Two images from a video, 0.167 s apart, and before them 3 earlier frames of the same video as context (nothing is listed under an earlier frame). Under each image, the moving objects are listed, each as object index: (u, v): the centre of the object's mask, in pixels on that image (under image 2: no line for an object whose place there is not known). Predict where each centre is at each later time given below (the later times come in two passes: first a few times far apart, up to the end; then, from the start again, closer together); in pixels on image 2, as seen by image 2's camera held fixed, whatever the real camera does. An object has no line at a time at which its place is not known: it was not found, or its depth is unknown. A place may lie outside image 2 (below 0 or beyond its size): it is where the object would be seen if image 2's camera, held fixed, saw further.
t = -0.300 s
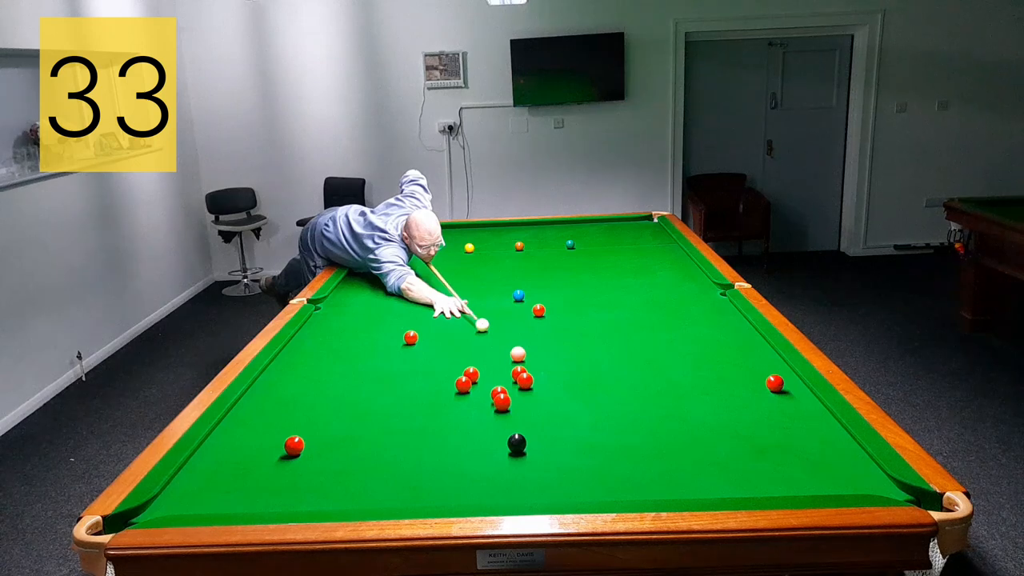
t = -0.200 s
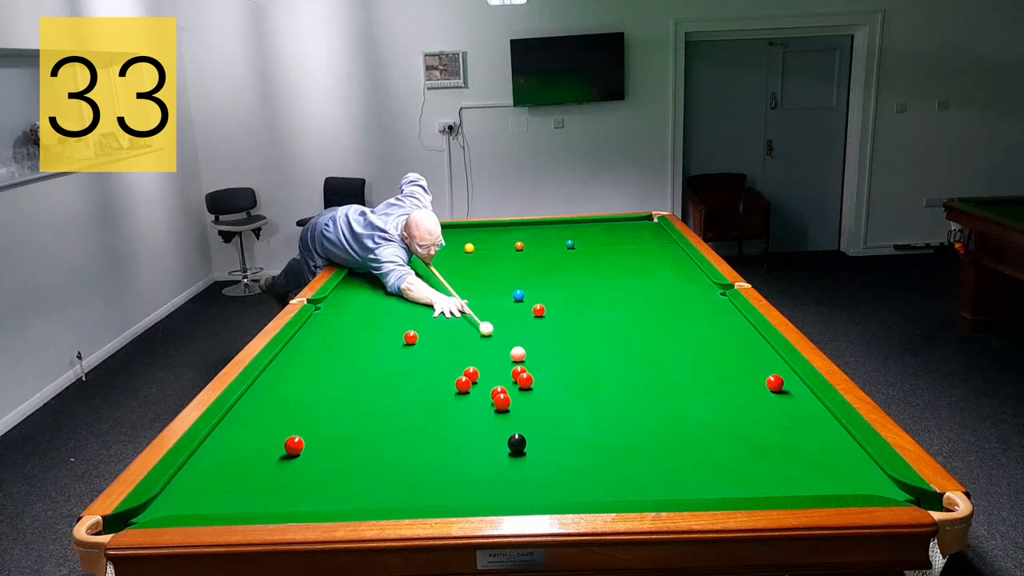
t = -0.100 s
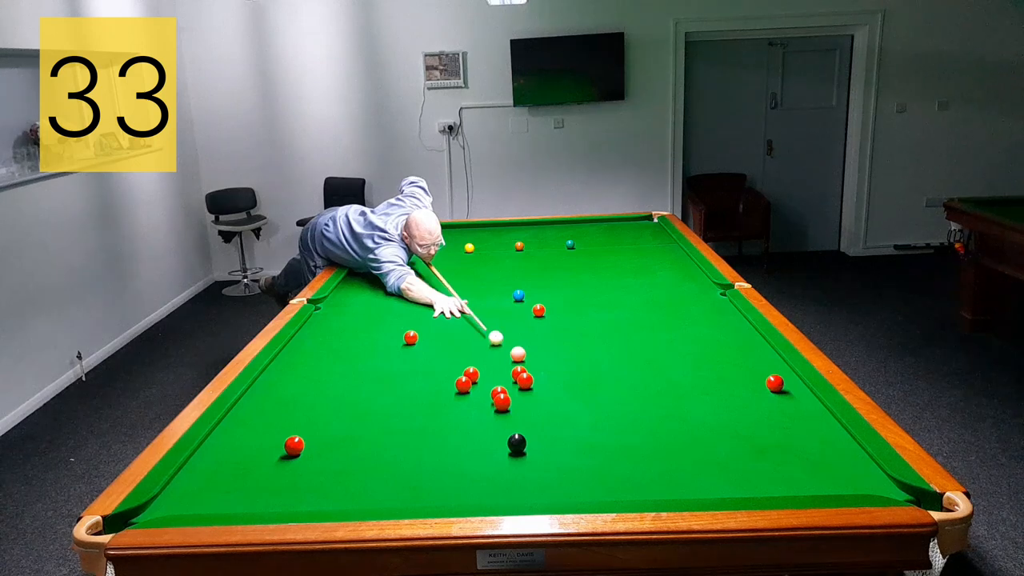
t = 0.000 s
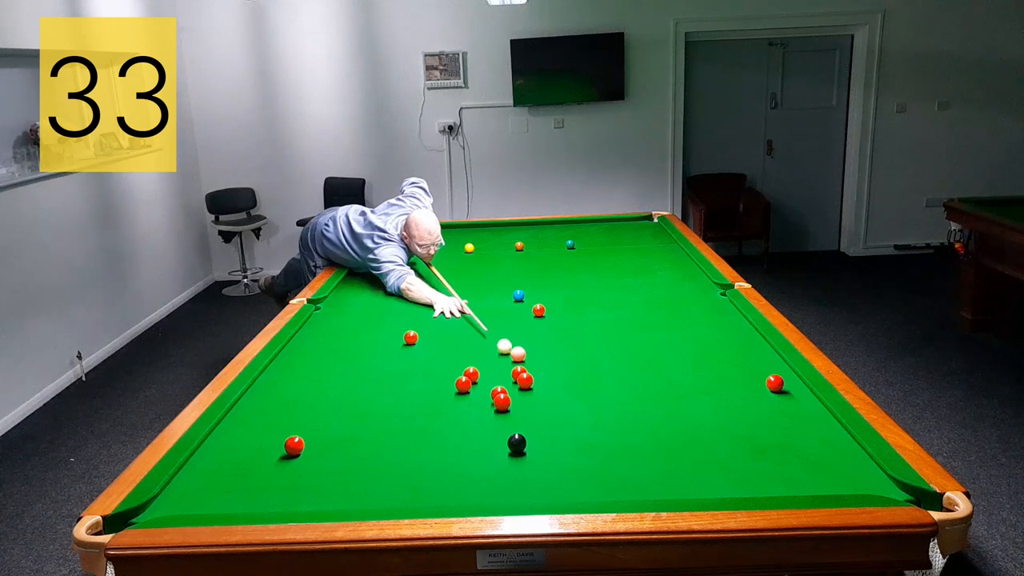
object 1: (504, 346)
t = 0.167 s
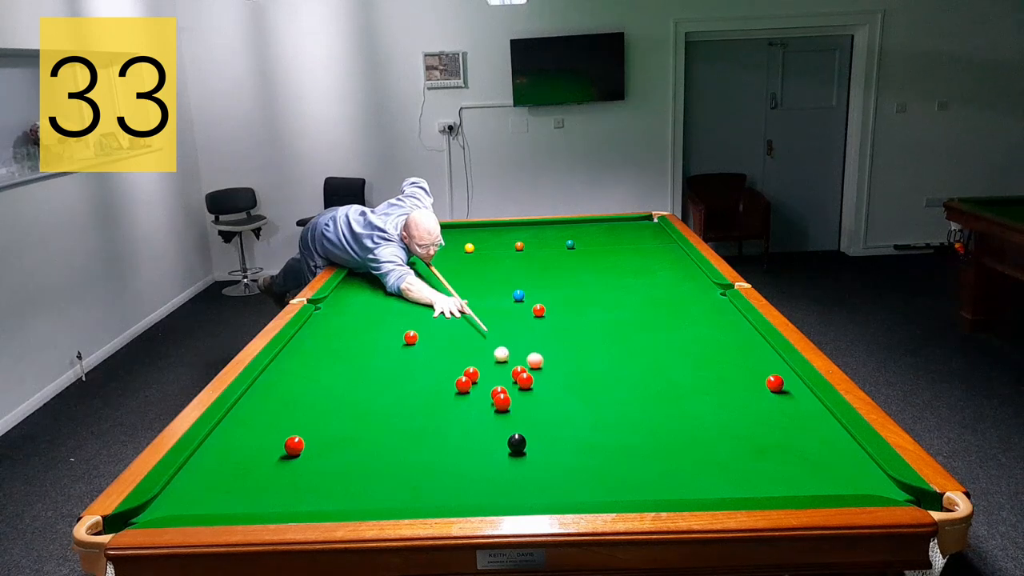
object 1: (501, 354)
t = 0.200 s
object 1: (500, 355)
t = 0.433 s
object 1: (490, 365)
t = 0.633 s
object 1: (484, 372)
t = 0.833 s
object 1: (487, 375)
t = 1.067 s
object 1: (491, 378)
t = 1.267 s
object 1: (493, 381)
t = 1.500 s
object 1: (495, 382)
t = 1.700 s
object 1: (497, 383)
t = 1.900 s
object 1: (499, 384)
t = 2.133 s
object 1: (500, 384)
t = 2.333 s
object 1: (500, 384)
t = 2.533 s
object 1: (500, 384)
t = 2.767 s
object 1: (500, 384)
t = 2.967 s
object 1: (500, 384)
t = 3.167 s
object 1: (500, 384)
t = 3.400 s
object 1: (500, 384)
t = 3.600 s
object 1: (500, 384)
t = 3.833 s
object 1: (500, 384)
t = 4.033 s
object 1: (500, 384)
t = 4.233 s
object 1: (500, 384)
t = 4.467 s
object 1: (500, 384)
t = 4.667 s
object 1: (500, 384)
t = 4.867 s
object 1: (500, 385)
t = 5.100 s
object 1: (500, 384)
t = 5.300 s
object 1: (500, 384)
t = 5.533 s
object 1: (500, 384)
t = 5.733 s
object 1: (500, 384)
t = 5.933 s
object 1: (500, 384)
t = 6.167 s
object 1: (500, 384)
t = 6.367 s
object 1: (500, 385)
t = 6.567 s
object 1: (500, 385)
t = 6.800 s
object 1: (500, 384)
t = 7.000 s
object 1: (500, 385)
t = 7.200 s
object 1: (500, 384)
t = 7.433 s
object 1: (500, 384)
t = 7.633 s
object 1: (500, 384)
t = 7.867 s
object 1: (500, 384)
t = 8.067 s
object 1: (500, 384)
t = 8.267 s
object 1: (500, 384)
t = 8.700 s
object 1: (500, 384)
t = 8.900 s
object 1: (500, 384)
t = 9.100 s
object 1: (500, 385)
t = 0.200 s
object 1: (500, 355)
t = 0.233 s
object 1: (498, 357)
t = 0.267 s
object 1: (497, 358)
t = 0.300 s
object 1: (496, 359)
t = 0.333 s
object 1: (494, 361)
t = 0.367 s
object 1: (493, 362)
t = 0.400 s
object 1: (492, 363)
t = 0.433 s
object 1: (490, 365)
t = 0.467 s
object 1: (489, 366)
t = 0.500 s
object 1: (488, 367)
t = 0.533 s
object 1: (486, 369)
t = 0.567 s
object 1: (485, 370)
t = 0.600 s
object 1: (484, 371)
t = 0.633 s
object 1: (484, 372)
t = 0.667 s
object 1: (485, 372)
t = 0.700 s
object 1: (486, 373)
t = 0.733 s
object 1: (486, 374)
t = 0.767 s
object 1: (487, 374)
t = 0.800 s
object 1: (487, 375)
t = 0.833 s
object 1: (487, 375)
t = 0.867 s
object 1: (488, 376)
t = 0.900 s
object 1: (488, 376)
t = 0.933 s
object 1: (489, 377)
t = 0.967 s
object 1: (489, 377)
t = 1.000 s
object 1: (490, 378)
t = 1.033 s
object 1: (490, 378)
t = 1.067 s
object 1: (491, 378)
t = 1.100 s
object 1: (491, 379)
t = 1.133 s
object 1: (491, 379)
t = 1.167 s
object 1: (491, 380)
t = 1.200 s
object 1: (492, 380)
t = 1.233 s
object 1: (492, 380)
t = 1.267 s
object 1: (493, 381)
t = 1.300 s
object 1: (493, 381)
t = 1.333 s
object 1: (493, 381)
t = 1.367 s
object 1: (493, 382)
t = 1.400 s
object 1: (494, 382)
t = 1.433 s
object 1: (494, 383)
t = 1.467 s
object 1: (494, 383)
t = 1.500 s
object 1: (495, 382)
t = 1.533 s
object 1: (495, 383)
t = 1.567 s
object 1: (495, 383)
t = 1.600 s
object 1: (496, 383)
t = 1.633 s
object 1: (496, 384)
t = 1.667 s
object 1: (497, 383)
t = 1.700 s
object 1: (497, 383)
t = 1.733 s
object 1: (497, 384)
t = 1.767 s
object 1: (498, 384)
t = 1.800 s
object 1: (498, 384)
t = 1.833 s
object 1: (499, 384)
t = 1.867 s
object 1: (499, 384)
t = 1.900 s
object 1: (499, 384)
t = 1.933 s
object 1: (500, 384)
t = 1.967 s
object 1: (500, 384)
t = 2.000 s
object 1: (500, 384)
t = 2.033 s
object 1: (500, 384)
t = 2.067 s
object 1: (500, 384)
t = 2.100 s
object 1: (500, 384)
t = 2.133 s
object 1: (500, 384)
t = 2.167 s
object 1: (500, 384)
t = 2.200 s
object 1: (500, 384)
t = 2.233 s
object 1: (500, 384)
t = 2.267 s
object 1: (500, 384)
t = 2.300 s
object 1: (500, 384)
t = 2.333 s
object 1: (500, 384)
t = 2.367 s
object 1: (500, 384)
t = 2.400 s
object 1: (500, 384)
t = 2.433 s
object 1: (500, 384)
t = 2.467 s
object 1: (500, 384)
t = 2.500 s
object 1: (500, 384)
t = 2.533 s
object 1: (500, 384)
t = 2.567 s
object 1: (500, 384)
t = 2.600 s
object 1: (500, 384)
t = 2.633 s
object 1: (500, 384)
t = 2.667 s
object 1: (500, 384)
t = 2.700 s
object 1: (500, 384)
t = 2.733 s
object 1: (500, 384)
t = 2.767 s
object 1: (500, 384)
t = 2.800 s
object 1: (500, 384)
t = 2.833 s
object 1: (500, 384)
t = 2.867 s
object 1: (500, 384)
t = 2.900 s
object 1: (500, 384)
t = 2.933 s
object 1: (500, 384)
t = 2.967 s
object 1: (500, 384)
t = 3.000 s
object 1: (500, 384)
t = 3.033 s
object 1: (500, 384)
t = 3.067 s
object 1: (500, 384)
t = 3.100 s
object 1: (500, 384)
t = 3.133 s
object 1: (500, 384)
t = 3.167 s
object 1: (500, 384)
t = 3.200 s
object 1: (500, 384)
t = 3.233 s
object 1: (500, 384)
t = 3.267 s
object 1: (500, 384)
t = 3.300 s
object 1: (500, 384)
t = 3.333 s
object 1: (500, 384)
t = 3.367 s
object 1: (500, 384)
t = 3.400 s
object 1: (500, 384)
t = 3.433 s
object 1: (500, 384)
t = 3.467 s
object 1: (500, 384)
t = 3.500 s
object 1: (500, 384)
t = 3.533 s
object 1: (500, 384)
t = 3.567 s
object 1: (500, 384)
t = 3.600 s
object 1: (500, 384)
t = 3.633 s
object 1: (500, 384)
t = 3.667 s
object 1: (500, 384)
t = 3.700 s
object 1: (500, 384)
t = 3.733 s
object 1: (500, 384)
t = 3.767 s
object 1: (500, 384)
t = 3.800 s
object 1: (500, 384)
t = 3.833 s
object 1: (500, 384)
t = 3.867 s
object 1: (500, 384)
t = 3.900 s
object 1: (500, 384)
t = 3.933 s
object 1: (500, 384)
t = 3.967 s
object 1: (500, 384)
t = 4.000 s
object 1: (500, 384)
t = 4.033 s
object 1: (500, 384)
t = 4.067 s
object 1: (500, 384)
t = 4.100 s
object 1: (500, 384)
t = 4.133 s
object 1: (500, 384)
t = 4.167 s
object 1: (500, 384)
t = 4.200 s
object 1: (500, 384)
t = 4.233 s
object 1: (500, 384)
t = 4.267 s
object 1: (500, 384)
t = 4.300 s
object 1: (500, 384)
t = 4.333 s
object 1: (500, 384)
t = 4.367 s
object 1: (500, 384)
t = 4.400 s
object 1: (500, 384)
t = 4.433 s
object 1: (500, 384)
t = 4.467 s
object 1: (500, 384)
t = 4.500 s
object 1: (500, 384)
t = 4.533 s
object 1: (500, 384)
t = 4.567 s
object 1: (500, 384)
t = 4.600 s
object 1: (500, 384)
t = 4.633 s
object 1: (500, 385)
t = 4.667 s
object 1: (500, 384)
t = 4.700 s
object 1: (500, 384)
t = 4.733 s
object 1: (500, 384)
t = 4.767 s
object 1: (500, 384)
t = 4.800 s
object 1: (500, 385)
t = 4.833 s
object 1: (500, 385)
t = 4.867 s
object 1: (500, 385)
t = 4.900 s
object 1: (500, 385)
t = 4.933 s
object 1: (500, 385)
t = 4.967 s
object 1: (500, 385)
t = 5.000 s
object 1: (500, 385)
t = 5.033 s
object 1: (500, 384)
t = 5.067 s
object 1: (500, 385)
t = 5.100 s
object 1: (500, 384)
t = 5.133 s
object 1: (500, 385)
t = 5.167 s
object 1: (500, 385)
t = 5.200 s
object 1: (500, 385)
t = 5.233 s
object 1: (500, 384)
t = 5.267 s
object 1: (500, 385)
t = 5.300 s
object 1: (500, 384)
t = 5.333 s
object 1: (500, 384)
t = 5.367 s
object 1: (500, 384)
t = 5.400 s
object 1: (500, 384)
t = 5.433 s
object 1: (500, 384)
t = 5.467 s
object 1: (500, 384)
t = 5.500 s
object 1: (500, 384)
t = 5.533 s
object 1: (500, 384)
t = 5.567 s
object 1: (500, 384)
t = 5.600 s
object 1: (500, 384)
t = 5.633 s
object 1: (500, 384)
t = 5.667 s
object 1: (500, 384)
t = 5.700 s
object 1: (500, 384)
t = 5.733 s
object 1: (500, 384)
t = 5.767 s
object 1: (500, 384)
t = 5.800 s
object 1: (500, 384)
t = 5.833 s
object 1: (500, 384)
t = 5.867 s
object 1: (500, 384)
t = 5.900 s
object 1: (500, 384)
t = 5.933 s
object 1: (500, 384)
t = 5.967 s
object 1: (500, 384)
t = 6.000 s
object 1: (500, 384)
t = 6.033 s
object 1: (500, 385)
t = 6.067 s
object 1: (500, 384)
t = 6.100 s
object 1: (500, 385)
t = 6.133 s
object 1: (500, 384)
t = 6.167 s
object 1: (500, 384)
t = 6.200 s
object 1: (500, 384)
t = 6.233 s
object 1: (500, 385)
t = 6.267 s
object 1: (500, 384)
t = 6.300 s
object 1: (500, 385)
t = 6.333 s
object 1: (500, 384)
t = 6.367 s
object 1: (500, 385)
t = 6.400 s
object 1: (500, 384)
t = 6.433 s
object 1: (500, 385)
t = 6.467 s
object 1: (500, 384)
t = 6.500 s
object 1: (500, 385)
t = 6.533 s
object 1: (500, 385)
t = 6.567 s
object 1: (500, 385)
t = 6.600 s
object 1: (500, 385)
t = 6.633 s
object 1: (500, 384)
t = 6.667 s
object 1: (500, 384)
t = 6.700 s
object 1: (500, 384)
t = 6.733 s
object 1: (500, 384)
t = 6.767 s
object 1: (500, 384)
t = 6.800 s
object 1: (500, 384)
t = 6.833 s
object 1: (500, 384)
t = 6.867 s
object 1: (500, 384)
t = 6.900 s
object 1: (500, 385)
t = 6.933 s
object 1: (500, 384)
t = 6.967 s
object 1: (500, 384)
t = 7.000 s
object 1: (500, 385)
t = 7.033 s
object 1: (500, 384)
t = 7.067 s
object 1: (500, 384)
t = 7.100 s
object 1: (500, 384)
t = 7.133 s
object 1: (500, 384)
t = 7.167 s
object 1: (500, 384)
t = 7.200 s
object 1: (500, 384)
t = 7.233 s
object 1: (500, 384)
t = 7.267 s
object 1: (500, 384)
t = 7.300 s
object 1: (500, 384)
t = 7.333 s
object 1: (500, 384)
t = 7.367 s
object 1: (500, 384)
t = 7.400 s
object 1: (500, 384)
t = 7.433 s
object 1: (500, 384)
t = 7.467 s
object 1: (500, 384)
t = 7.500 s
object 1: (500, 384)
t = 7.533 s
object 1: (500, 384)
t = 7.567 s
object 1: (500, 384)
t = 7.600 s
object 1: (500, 384)
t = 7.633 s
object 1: (500, 384)
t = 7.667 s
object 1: (500, 385)
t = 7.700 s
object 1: (500, 384)
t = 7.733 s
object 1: (500, 384)
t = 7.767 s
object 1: (500, 385)
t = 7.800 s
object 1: (500, 385)
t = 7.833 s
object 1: (500, 384)
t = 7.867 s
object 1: (500, 384)
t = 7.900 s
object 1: (500, 384)
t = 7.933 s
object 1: (500, 384)
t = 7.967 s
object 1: (500, 384)
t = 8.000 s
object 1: (500, 384)
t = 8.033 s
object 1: (500, 384)
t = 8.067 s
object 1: (500, 384)
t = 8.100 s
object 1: (500, 384)
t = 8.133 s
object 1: (500, 384)
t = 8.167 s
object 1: (500, 384)
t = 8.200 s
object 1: (500, 384)
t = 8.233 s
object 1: (500, 384)
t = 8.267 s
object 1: (500, 384)
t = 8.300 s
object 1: (500, 384)
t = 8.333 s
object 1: (500, 384)
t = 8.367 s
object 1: (501, 384)
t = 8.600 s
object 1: (500, 384)
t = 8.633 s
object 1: (500, 384)
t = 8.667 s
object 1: (500, 384)
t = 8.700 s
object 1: (500, 384)
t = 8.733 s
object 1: (500, 384)
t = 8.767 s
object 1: (500, 384)
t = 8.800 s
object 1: (500, 384)
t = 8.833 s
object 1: (500, 384)
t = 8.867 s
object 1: (500, 384)
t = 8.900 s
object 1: (500, 384)
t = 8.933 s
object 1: (500, 384)
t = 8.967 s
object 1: (500, 384)
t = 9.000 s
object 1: (500, 384)
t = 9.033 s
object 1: (500, 384)
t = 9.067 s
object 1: (500, 385)
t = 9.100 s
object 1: (500, 385)
